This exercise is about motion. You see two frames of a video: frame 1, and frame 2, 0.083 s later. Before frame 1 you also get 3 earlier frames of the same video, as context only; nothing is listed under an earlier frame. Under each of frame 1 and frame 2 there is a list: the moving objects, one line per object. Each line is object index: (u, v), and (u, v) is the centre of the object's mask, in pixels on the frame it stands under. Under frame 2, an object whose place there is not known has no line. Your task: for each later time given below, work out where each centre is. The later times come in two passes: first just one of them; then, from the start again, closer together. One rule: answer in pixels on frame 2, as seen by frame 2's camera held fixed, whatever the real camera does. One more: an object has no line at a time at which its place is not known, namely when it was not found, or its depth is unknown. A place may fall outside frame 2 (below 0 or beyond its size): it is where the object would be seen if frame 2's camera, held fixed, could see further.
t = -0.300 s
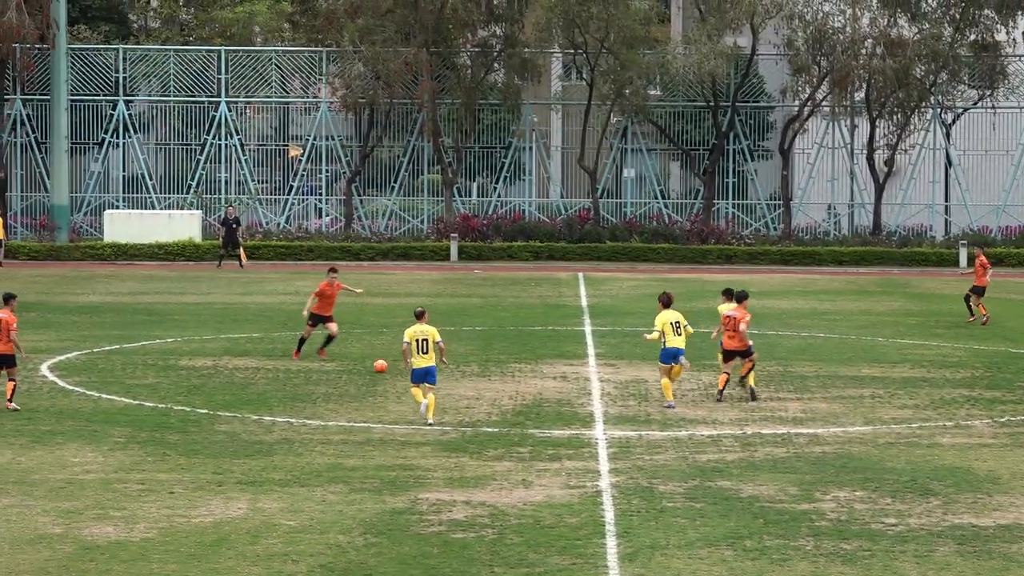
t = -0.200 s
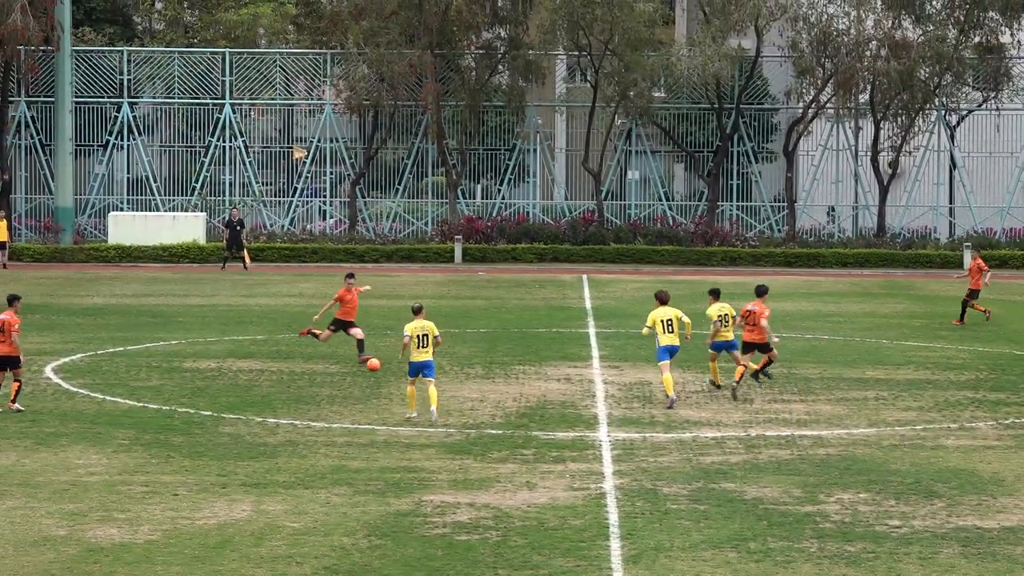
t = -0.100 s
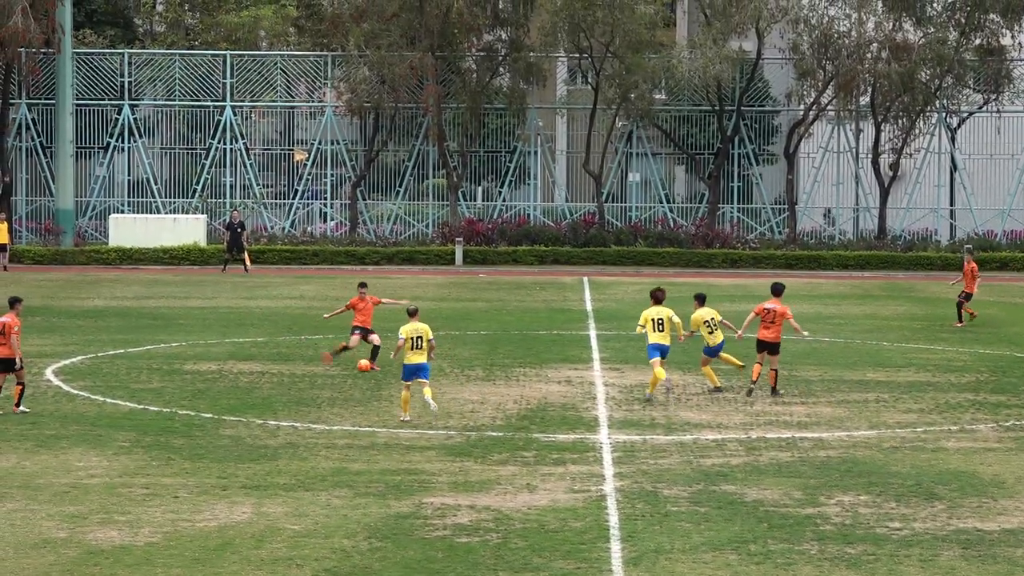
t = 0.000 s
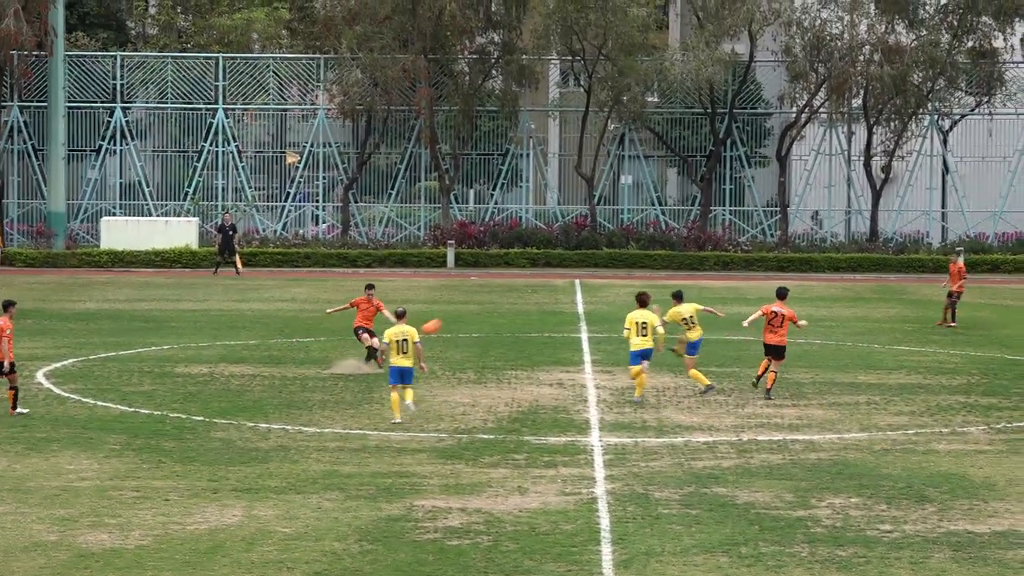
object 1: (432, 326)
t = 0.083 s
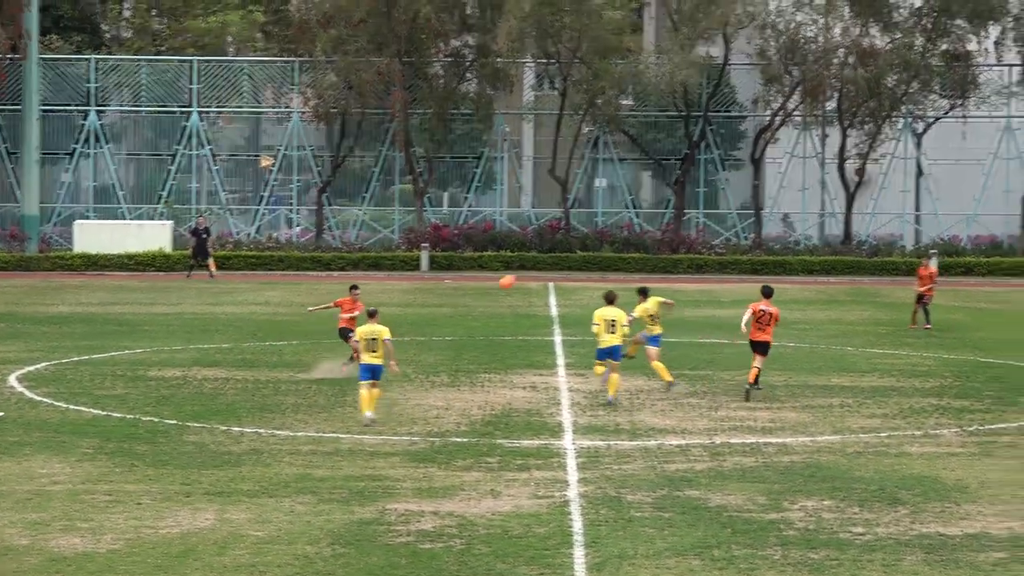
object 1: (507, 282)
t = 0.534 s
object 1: (1010, 98)
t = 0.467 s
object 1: (939, 118)
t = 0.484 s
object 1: (957, 113)
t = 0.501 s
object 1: (975, 108)
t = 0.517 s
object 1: (993, 103)
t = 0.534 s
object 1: (1010, 98)
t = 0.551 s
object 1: (1029, 93)
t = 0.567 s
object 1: (1046, 88)
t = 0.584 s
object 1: (1064, 84)
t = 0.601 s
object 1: (1081, 80)
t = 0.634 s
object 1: (1103, 73)
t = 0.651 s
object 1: (1114, 70)
